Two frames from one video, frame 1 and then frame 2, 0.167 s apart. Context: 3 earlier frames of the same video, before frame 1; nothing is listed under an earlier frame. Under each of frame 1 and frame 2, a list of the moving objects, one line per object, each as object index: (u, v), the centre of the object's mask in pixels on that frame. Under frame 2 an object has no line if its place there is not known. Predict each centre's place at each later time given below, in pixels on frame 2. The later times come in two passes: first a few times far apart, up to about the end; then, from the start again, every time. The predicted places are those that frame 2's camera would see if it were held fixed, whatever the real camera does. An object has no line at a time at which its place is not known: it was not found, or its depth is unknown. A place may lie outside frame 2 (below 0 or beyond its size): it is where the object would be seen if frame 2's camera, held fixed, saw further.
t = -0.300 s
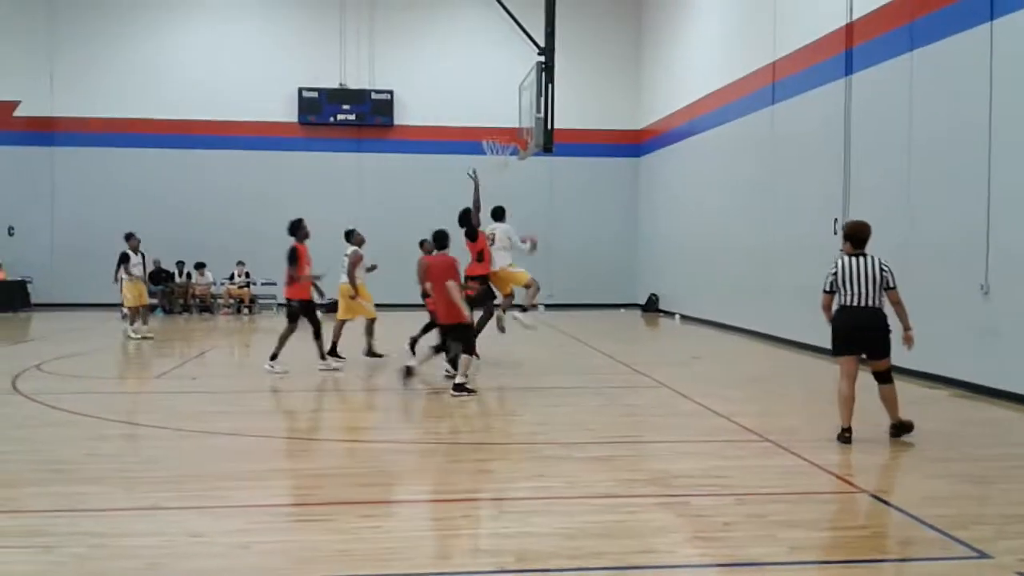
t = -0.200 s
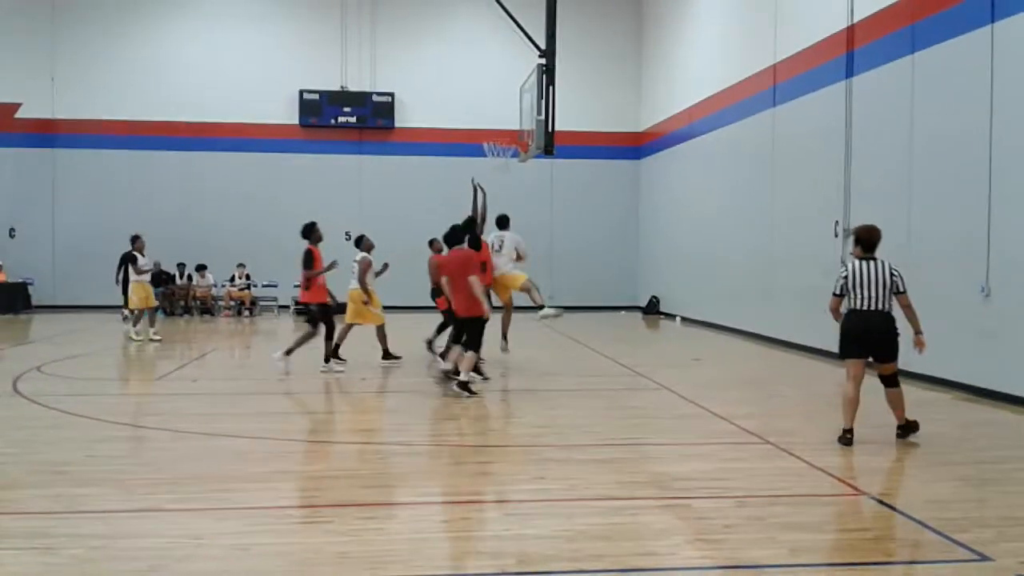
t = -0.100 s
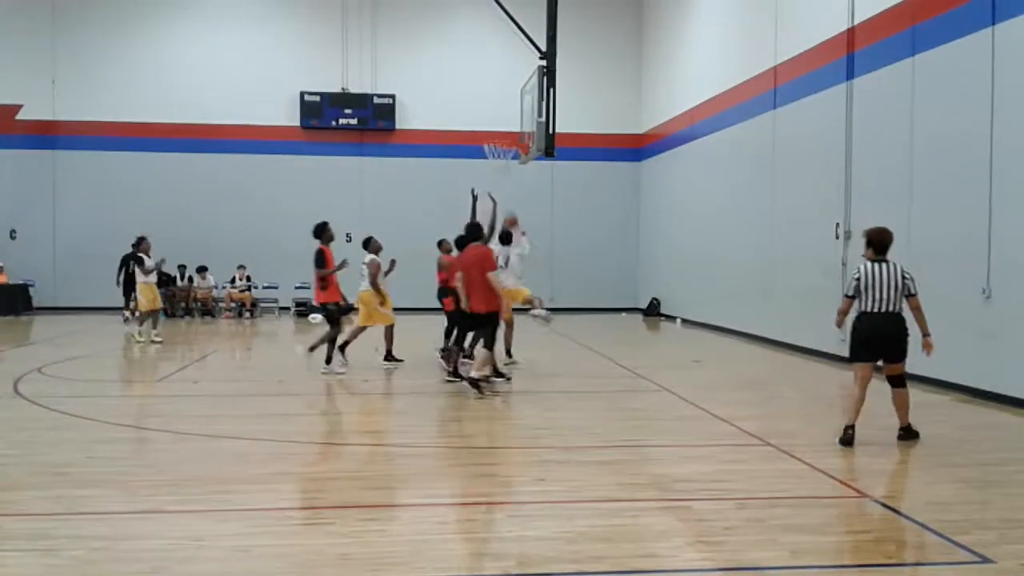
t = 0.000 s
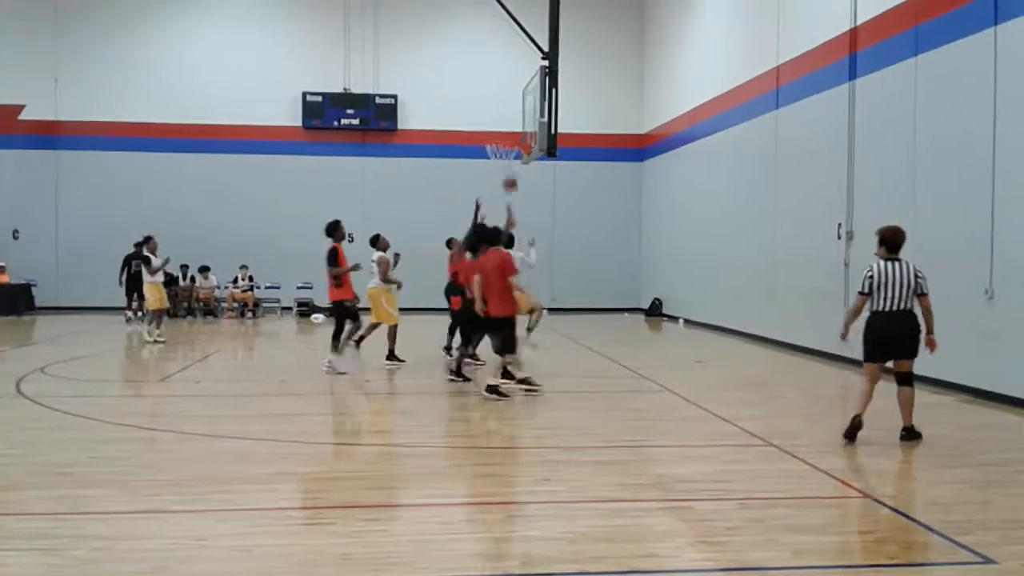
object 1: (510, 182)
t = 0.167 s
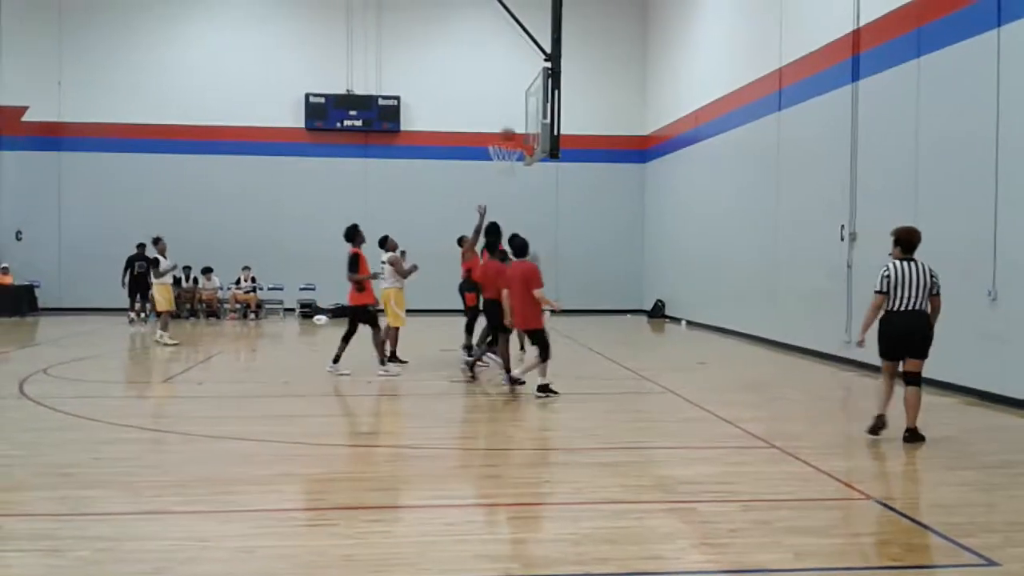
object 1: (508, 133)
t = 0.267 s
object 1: (505, 112)
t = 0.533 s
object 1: (497, 87)
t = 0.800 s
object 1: (488, 109)
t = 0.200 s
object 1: (507, 126)
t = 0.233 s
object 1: (505, 119)
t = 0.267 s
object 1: (505, 112)
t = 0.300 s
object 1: (504, 106)
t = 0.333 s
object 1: (503, 100)
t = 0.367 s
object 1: (502, 97)
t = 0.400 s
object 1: (501, 93)
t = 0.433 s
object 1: (500, 91)
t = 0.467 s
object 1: (499, 89)
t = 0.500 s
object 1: (498, 88)
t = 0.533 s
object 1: (497, 87)
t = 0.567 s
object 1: (496, 88)
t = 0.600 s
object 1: (495, 89)
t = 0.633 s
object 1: (494, 90)
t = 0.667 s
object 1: (493, 92)
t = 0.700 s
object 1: (492, 96)
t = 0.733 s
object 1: (490, 99)
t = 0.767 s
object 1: (489, 104)
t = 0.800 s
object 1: (488, 109)
